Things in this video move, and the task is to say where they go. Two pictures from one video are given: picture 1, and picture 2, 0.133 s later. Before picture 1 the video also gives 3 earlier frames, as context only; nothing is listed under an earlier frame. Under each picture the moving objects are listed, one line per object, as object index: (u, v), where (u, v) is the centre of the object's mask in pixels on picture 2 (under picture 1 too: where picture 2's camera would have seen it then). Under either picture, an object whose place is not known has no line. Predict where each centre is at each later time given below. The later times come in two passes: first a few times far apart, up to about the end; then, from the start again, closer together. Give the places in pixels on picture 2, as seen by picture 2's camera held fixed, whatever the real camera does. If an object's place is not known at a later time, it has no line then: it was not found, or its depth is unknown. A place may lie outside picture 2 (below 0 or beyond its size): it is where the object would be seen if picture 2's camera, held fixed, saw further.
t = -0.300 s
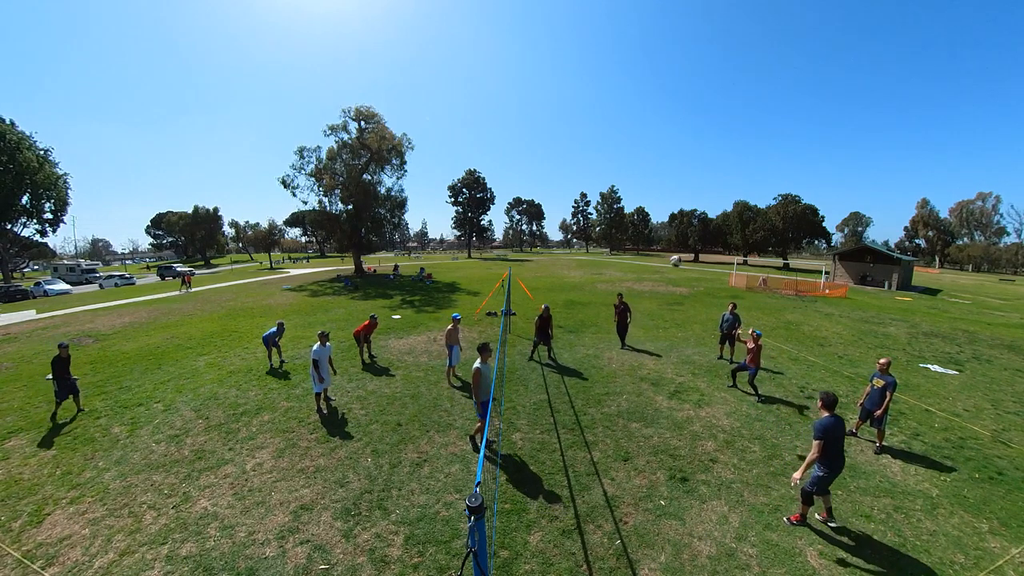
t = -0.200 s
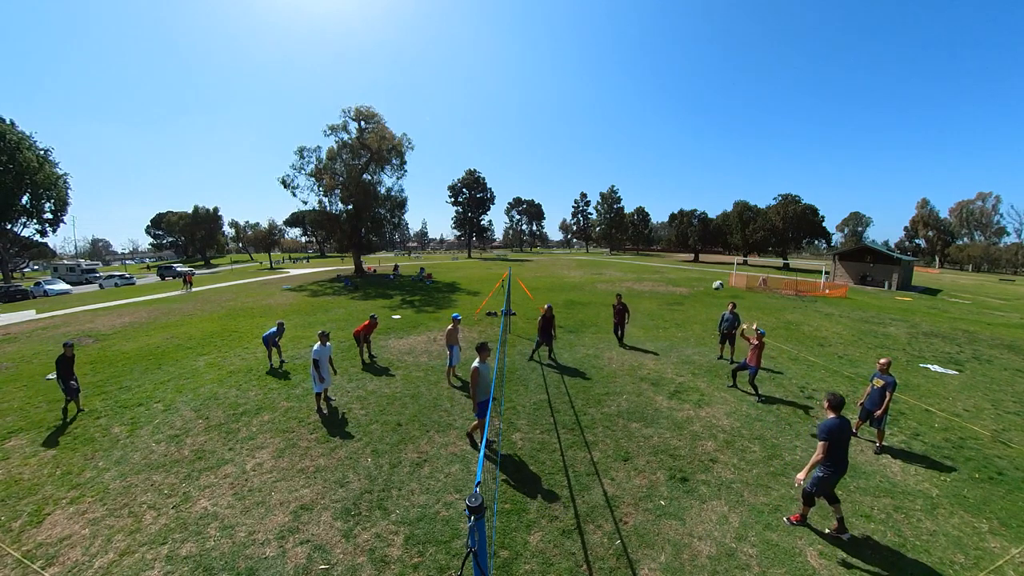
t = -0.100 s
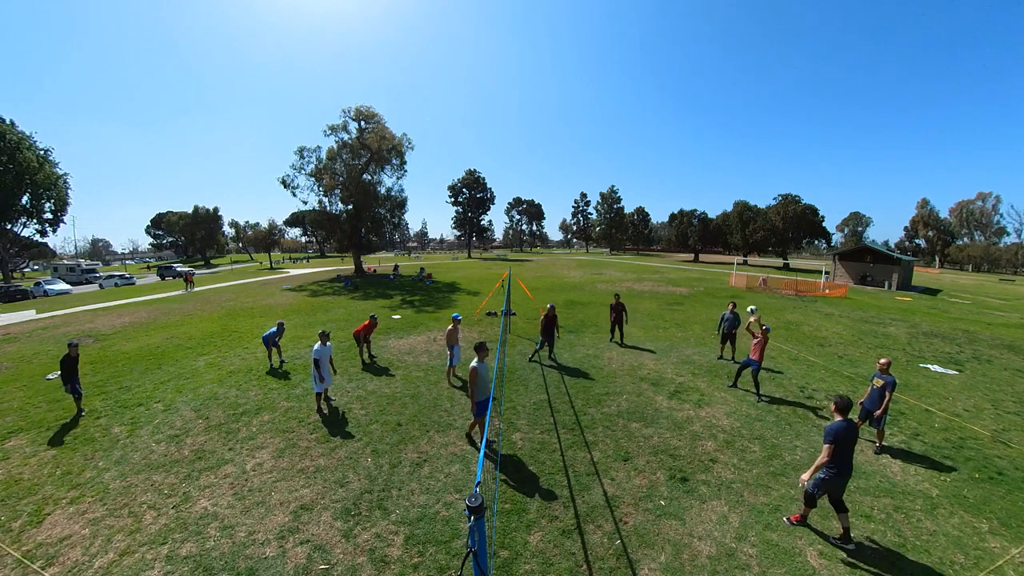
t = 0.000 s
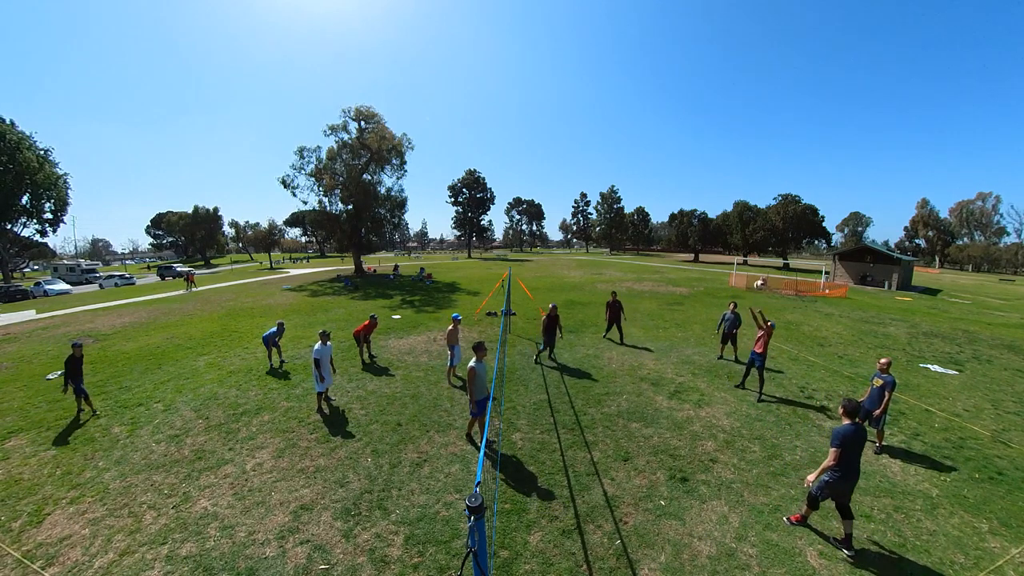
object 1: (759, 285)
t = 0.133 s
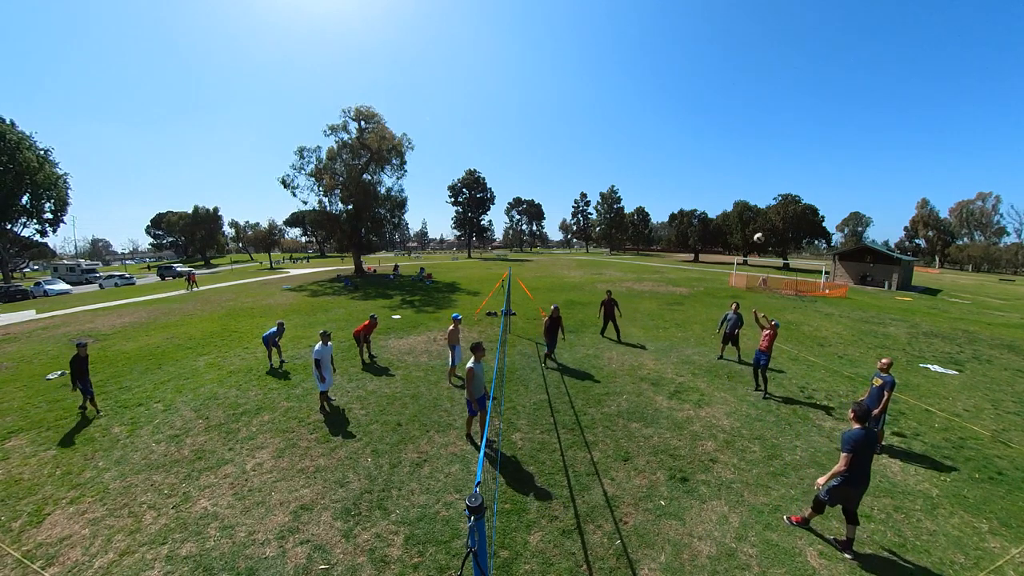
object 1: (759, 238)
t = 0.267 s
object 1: (757, 199)
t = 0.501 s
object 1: (752, 151)
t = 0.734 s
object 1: (746, 129)
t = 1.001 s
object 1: (742, 134)
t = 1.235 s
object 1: (738, 162)
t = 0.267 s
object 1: (757, 199)
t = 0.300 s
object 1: (756, 190)
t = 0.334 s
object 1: (755, 183)
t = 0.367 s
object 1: (755, 175)
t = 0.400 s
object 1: (754, 168)
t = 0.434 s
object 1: (753, 162)
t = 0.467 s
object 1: (753, 156)
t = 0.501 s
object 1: (752, 151)
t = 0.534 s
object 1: (751, 147)
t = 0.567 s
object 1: (750, 143)
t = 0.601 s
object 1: (749, 139)
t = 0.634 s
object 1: (748, 136)
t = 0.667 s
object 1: (748, 133)
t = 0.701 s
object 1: (747, 131)
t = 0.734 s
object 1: (746, 129)
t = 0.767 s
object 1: (746, 128)
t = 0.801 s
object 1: (745, 128)
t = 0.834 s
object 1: (744, 127)
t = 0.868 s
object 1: (744, 127)
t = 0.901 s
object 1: (743, 128)
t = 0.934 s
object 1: (743, 130)
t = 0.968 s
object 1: (742, 131)
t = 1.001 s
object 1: (742, 134)
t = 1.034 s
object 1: (741, 136)
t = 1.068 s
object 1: (740, 139)
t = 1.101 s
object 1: (740, 143)
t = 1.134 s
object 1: (739, 147)
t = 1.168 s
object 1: (739, 151)
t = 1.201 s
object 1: (739, 156)
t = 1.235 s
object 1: (738, 162)
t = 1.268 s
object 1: (737, 168)
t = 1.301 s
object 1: (737, 174)
